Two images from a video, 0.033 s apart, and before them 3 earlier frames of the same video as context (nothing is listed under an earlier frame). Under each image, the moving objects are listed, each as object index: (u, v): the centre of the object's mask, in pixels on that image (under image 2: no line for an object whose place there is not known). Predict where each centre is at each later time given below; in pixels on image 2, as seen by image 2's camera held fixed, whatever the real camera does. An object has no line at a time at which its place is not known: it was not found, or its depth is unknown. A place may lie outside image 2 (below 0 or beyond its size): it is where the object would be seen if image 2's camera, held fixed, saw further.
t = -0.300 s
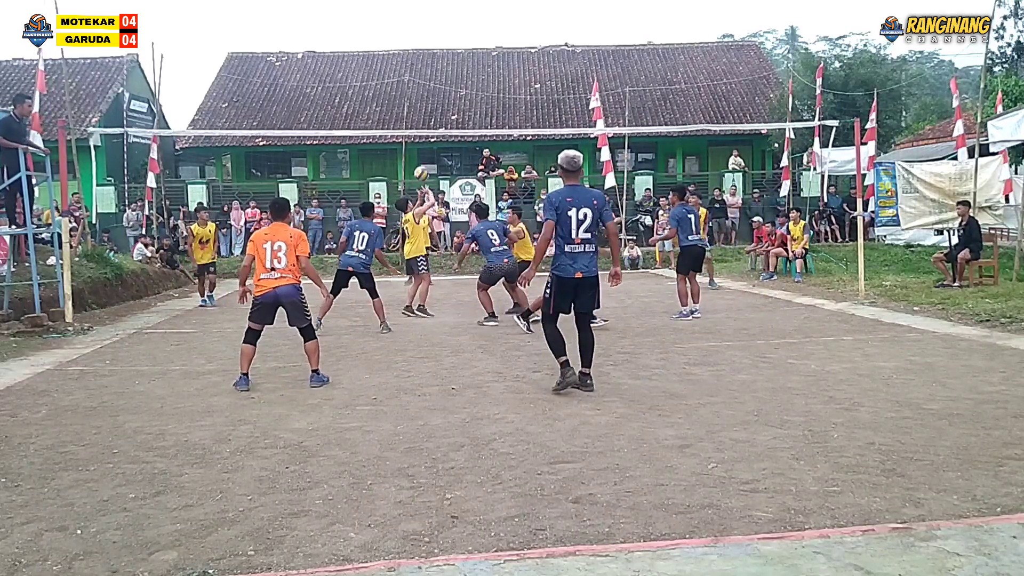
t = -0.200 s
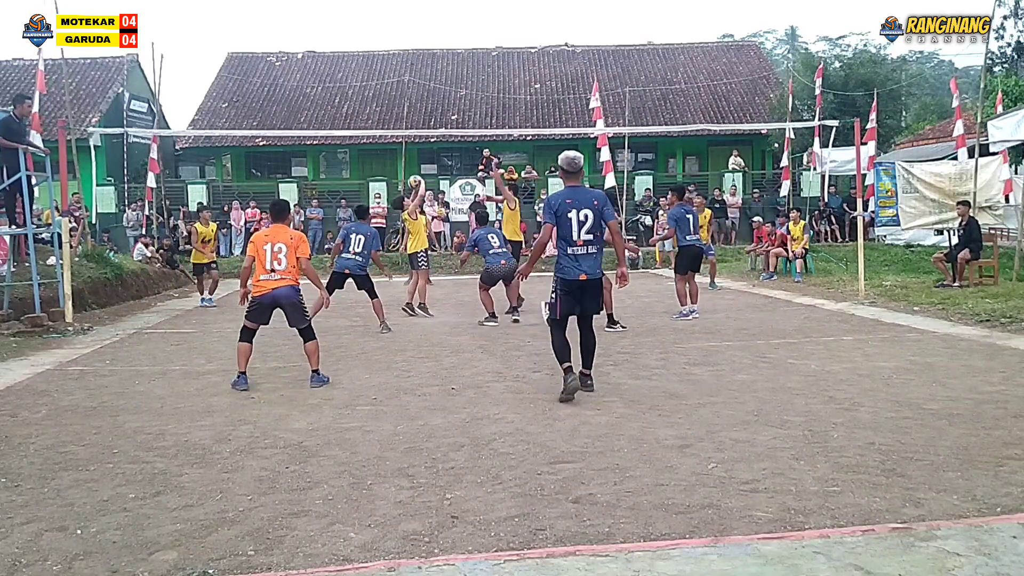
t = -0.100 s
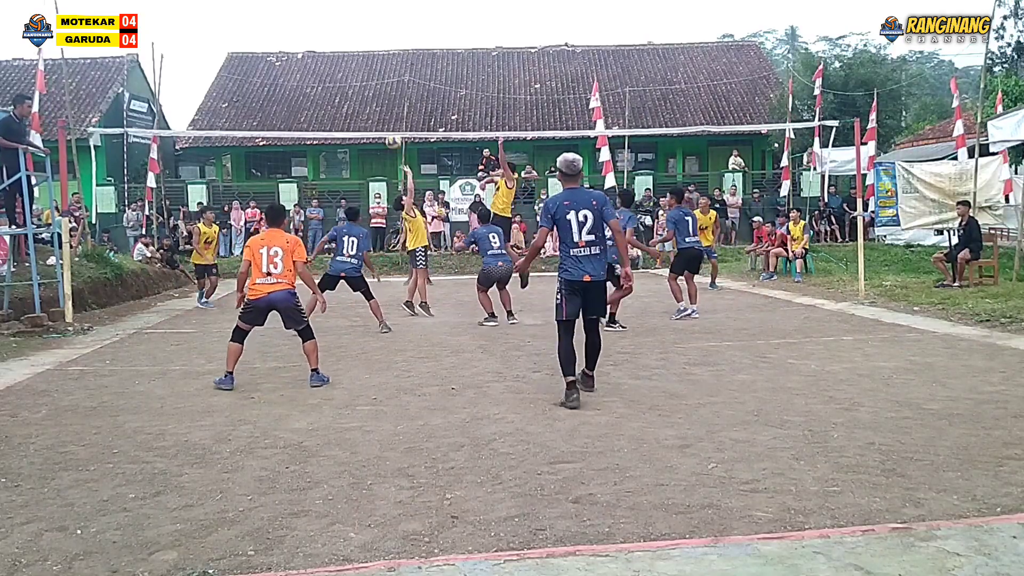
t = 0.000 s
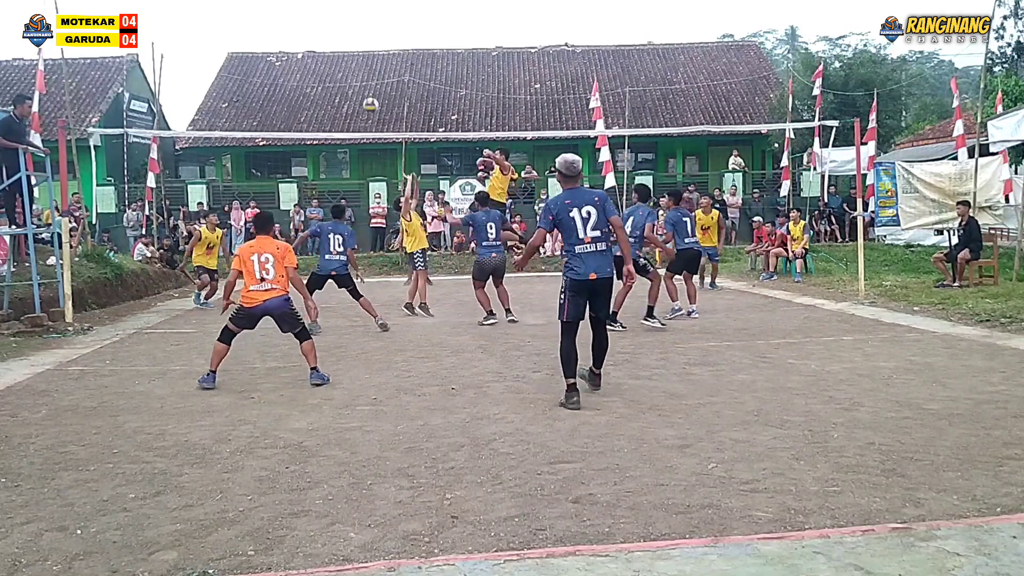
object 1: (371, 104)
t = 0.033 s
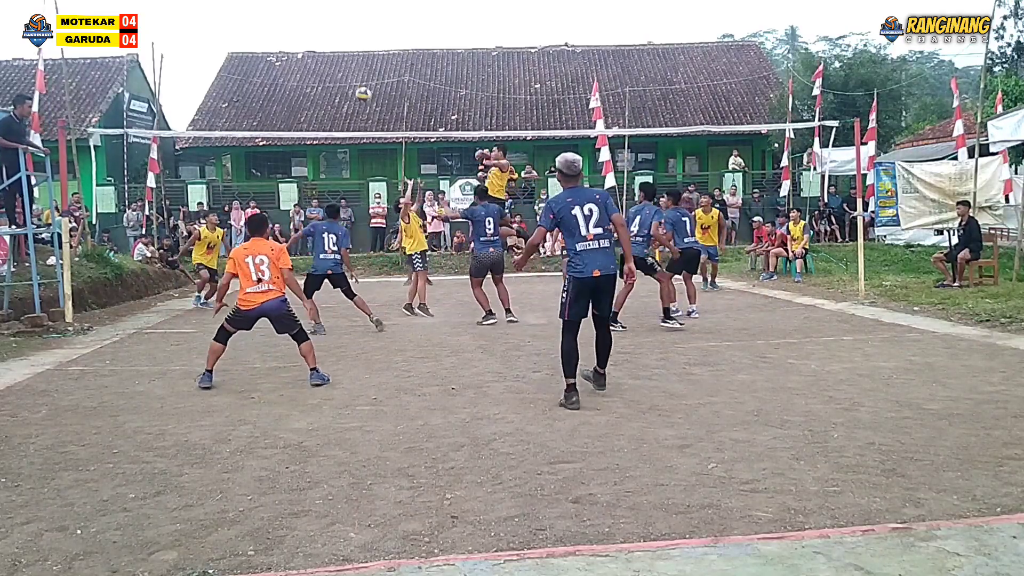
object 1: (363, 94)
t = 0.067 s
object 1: (356, 85)
